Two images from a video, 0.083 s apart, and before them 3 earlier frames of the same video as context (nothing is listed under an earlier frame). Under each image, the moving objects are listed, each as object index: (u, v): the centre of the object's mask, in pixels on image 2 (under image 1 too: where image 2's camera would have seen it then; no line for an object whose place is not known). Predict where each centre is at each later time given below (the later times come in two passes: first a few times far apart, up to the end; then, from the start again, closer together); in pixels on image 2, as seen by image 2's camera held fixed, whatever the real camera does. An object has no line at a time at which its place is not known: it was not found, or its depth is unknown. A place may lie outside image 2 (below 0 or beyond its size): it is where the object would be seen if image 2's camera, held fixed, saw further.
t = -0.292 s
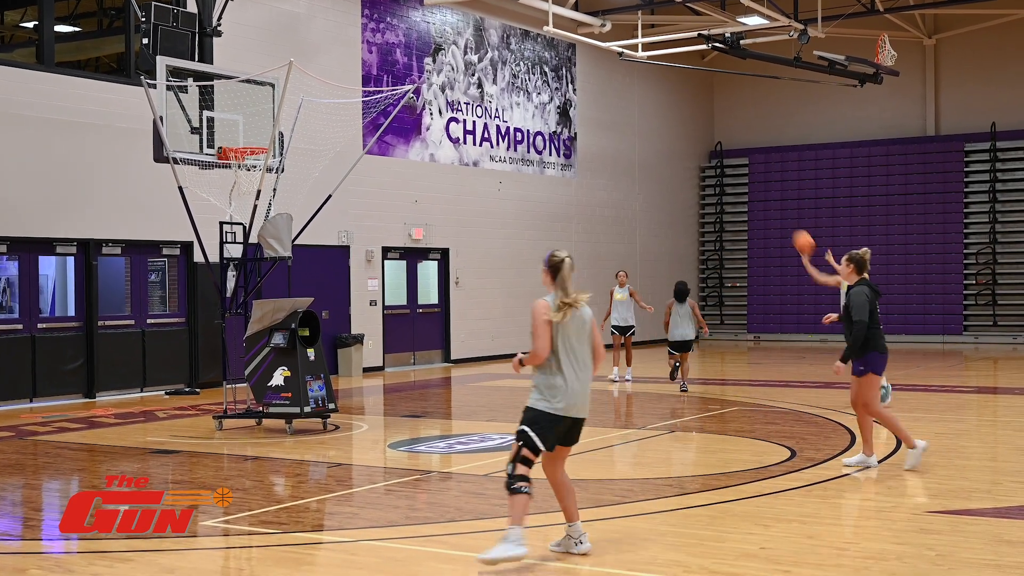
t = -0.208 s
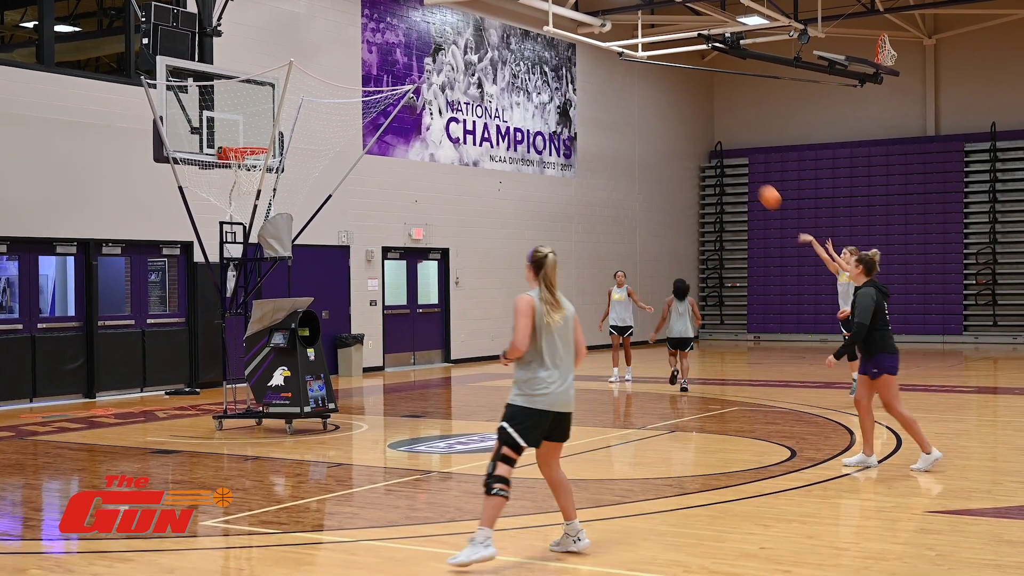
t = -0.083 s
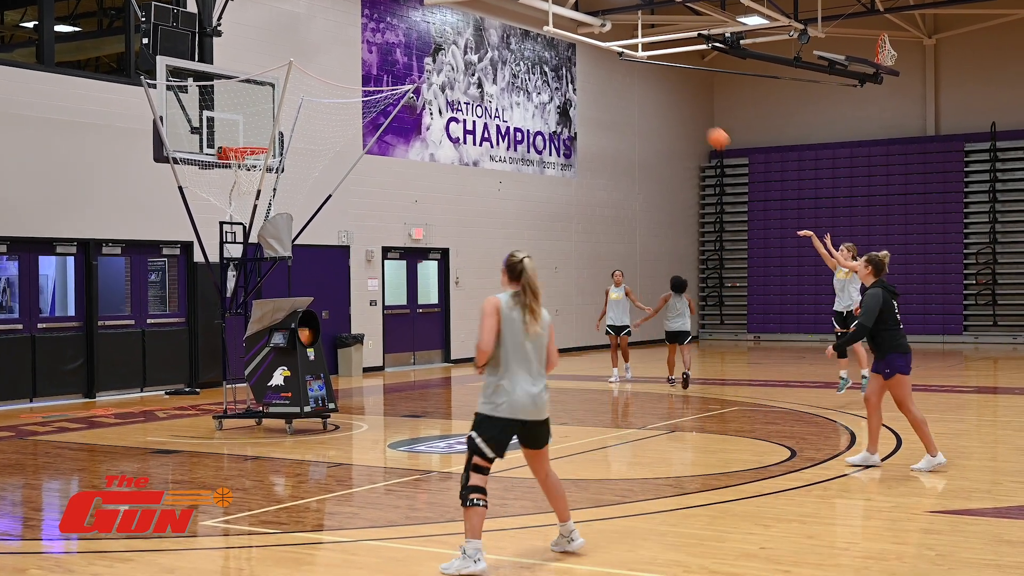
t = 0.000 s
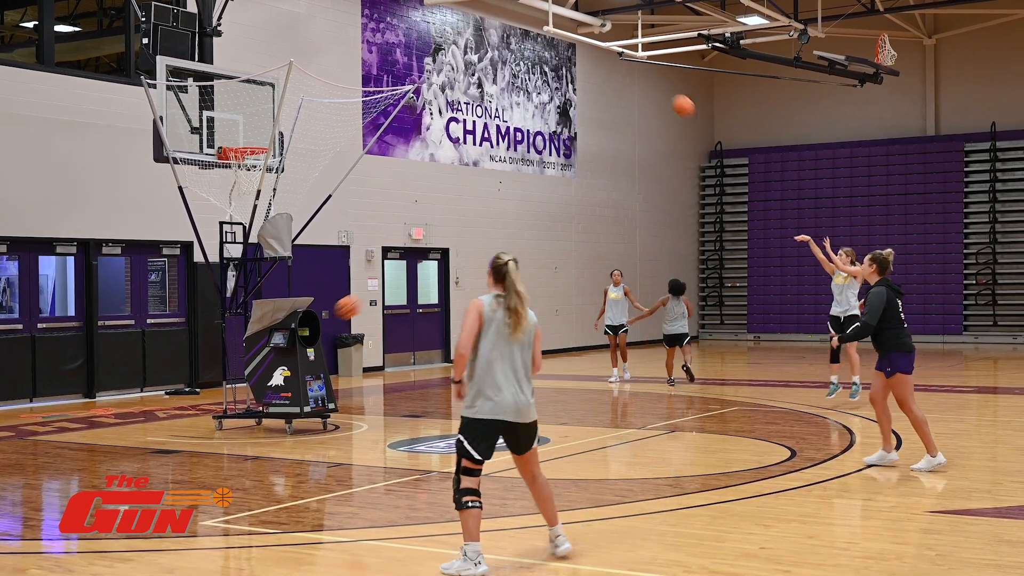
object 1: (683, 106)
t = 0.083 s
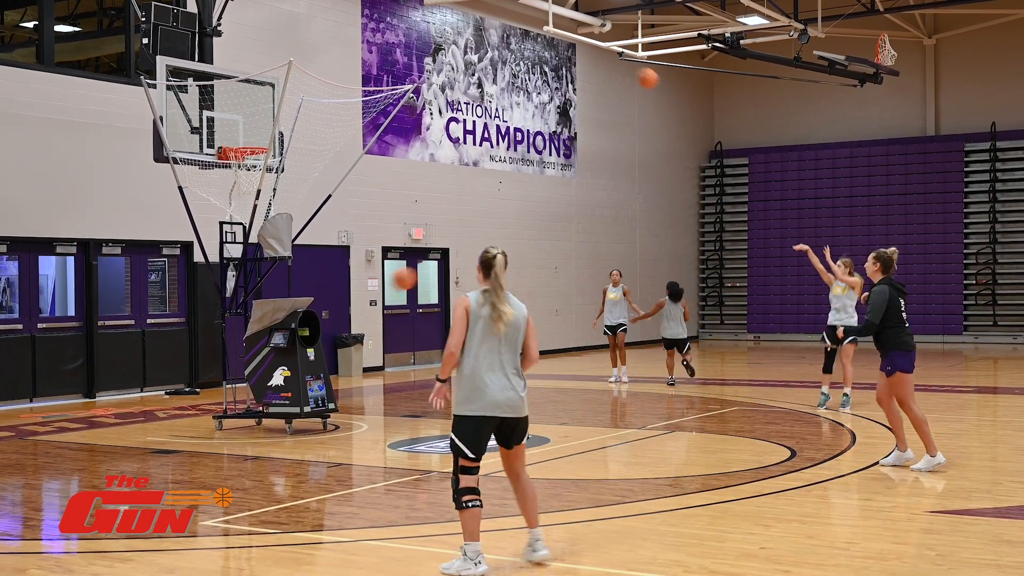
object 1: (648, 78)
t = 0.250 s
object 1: (576, 39)
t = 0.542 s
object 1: (448, 25)
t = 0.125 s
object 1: (630, 67)
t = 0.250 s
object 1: (576, 39)
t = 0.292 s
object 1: (558, 32)
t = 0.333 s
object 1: (539, 27)
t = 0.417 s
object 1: (504, 21)
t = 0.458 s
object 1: (485, 21)
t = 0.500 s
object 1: (467, 22)
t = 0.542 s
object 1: (448, 25)
